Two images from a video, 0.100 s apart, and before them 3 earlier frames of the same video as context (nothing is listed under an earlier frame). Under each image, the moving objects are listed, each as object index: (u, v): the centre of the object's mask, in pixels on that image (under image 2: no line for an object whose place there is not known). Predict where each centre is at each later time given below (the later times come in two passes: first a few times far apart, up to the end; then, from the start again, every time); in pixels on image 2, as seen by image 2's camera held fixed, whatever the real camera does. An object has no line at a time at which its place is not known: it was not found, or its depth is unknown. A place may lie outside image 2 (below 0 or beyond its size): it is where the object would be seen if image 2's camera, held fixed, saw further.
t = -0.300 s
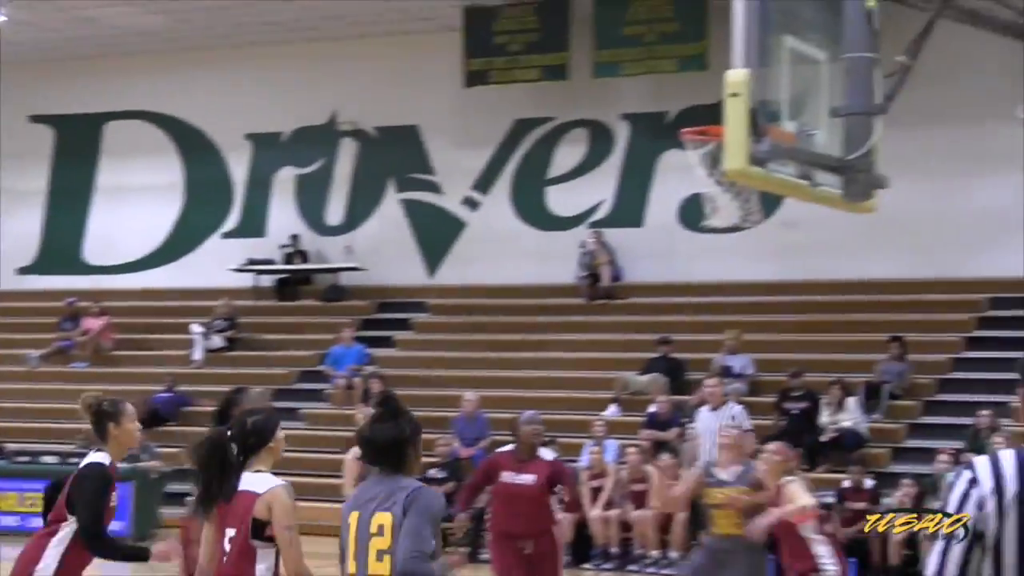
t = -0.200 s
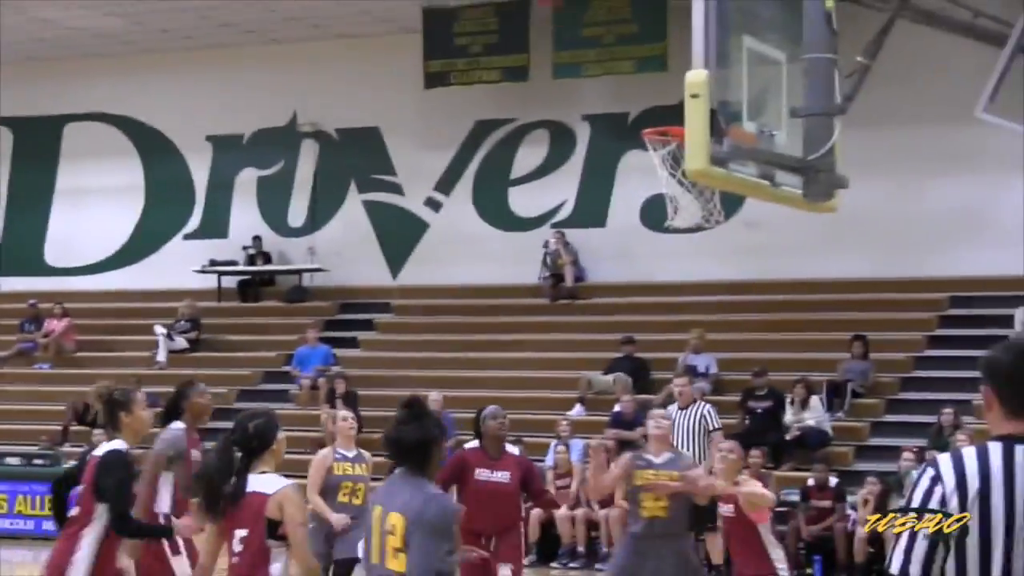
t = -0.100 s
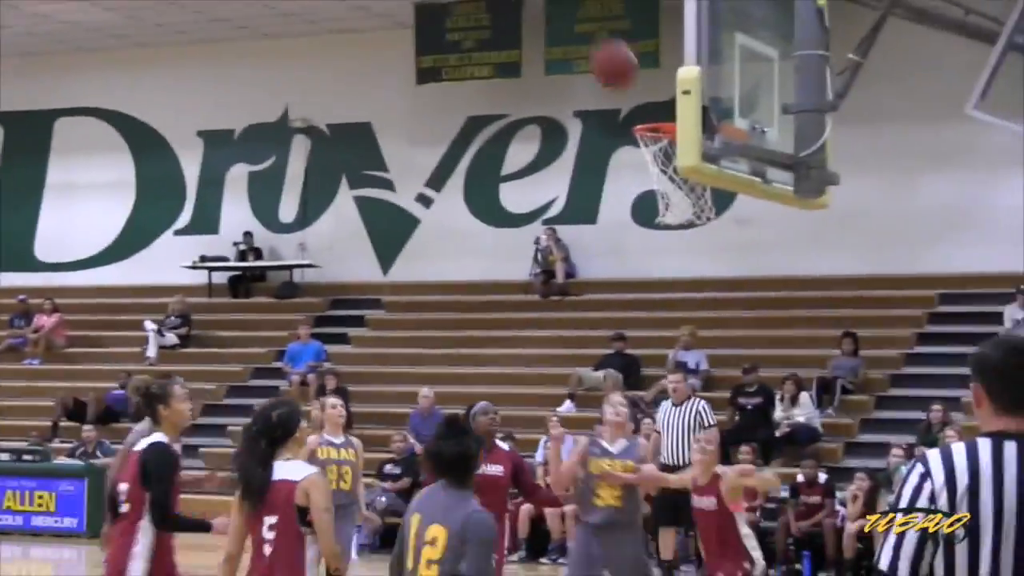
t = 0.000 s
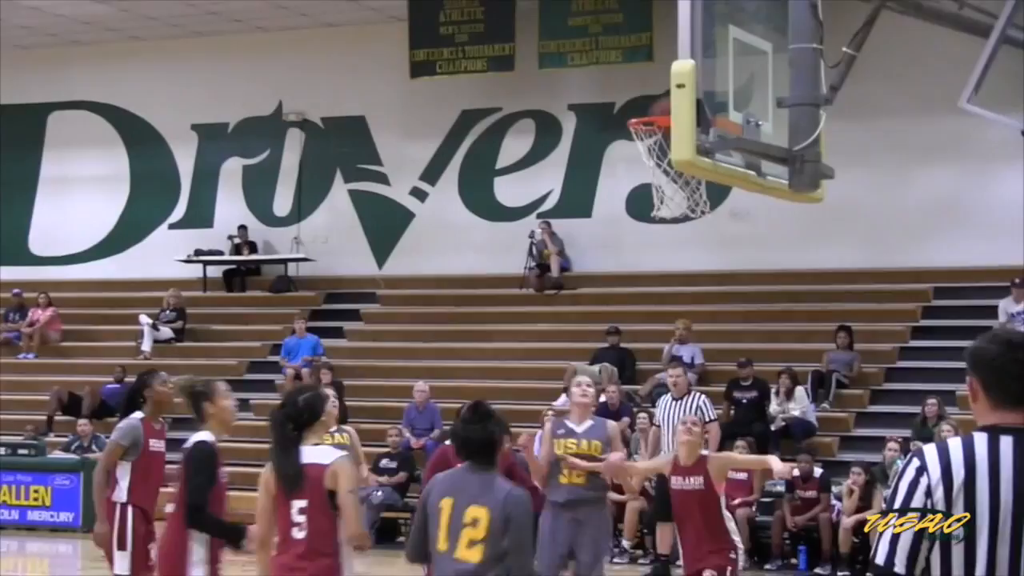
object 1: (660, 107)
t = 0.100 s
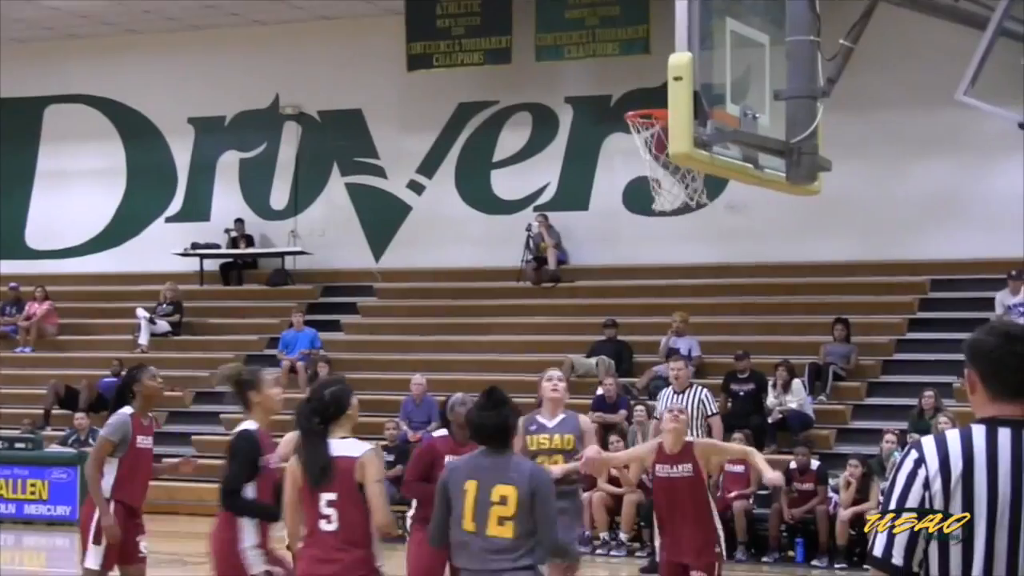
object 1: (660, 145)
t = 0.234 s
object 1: (639, 171)
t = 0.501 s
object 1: (643, 233)
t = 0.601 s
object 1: (646, 288)
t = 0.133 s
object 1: (656, 153)
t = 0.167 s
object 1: (651, 163)
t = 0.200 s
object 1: (643, 170)
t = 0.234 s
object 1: (639, 171)
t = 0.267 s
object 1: (637, 173)
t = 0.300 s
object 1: (637, 177)
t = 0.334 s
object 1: (637, 180)
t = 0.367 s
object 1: (637, 187)
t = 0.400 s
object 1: (639, 195)
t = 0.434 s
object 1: (638, 210)
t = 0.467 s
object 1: (641, 220)
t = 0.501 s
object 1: (643, 233)
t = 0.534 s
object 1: (644, 248)
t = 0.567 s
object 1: (645, 268)
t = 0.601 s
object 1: (646, 288)
